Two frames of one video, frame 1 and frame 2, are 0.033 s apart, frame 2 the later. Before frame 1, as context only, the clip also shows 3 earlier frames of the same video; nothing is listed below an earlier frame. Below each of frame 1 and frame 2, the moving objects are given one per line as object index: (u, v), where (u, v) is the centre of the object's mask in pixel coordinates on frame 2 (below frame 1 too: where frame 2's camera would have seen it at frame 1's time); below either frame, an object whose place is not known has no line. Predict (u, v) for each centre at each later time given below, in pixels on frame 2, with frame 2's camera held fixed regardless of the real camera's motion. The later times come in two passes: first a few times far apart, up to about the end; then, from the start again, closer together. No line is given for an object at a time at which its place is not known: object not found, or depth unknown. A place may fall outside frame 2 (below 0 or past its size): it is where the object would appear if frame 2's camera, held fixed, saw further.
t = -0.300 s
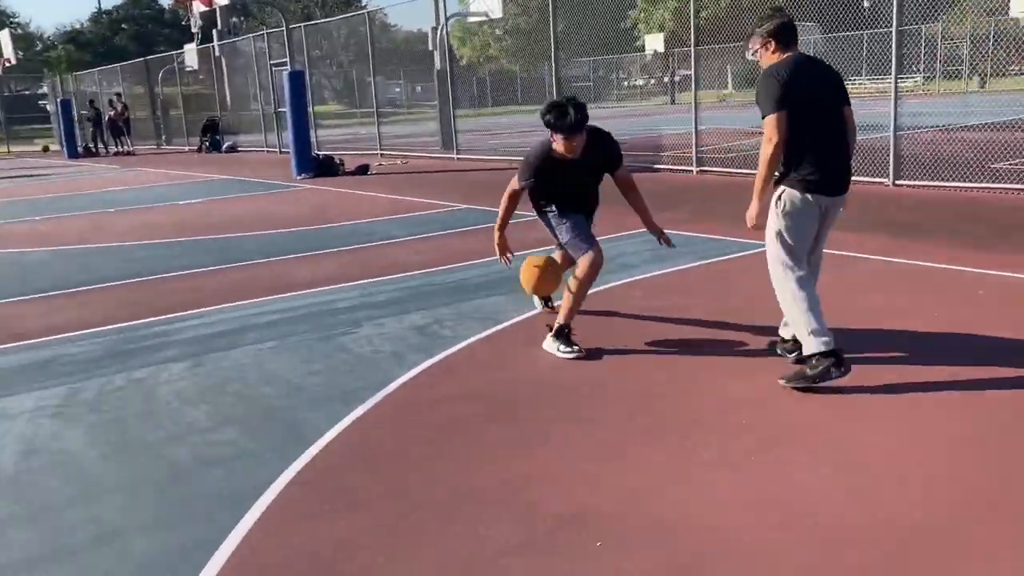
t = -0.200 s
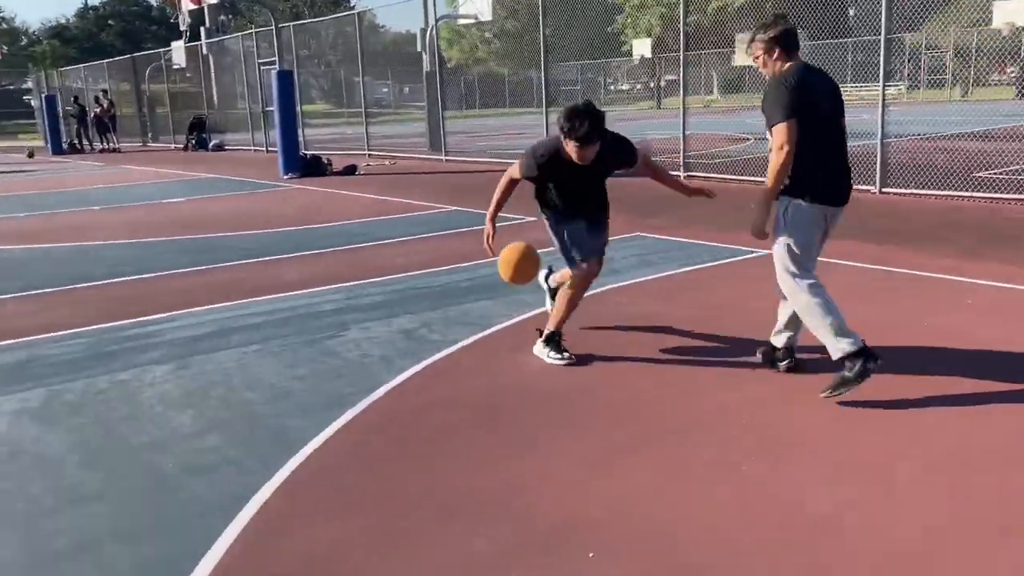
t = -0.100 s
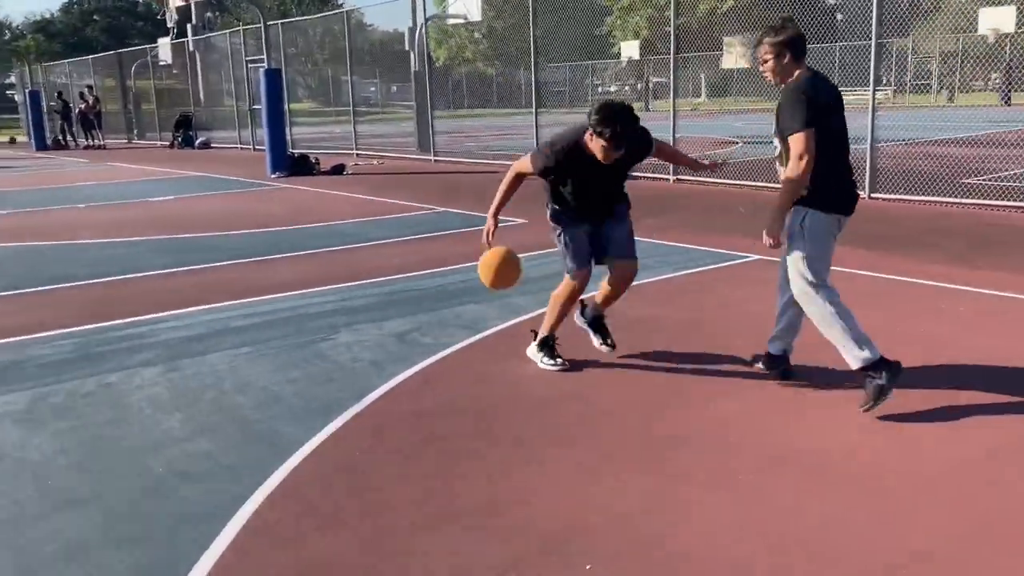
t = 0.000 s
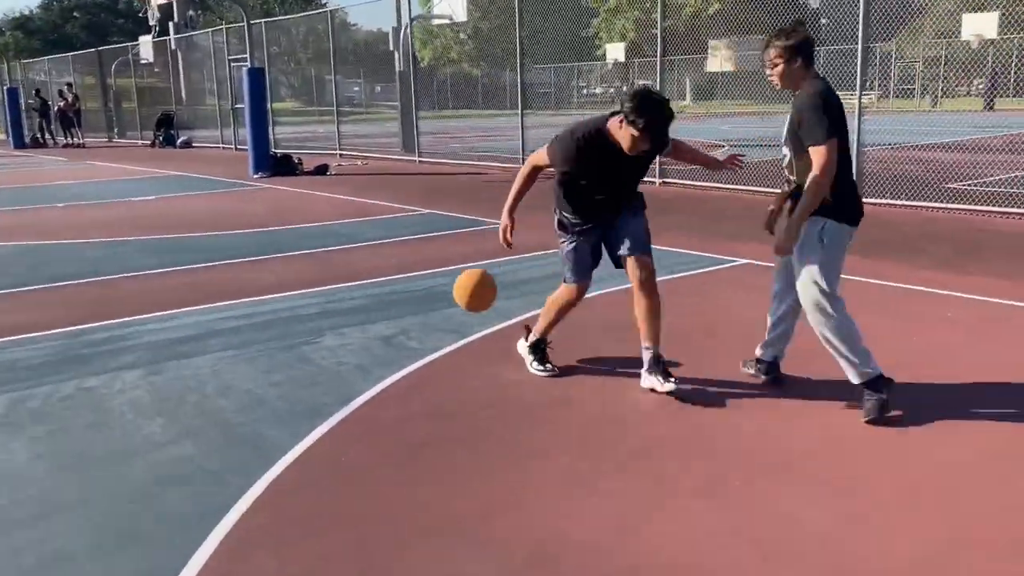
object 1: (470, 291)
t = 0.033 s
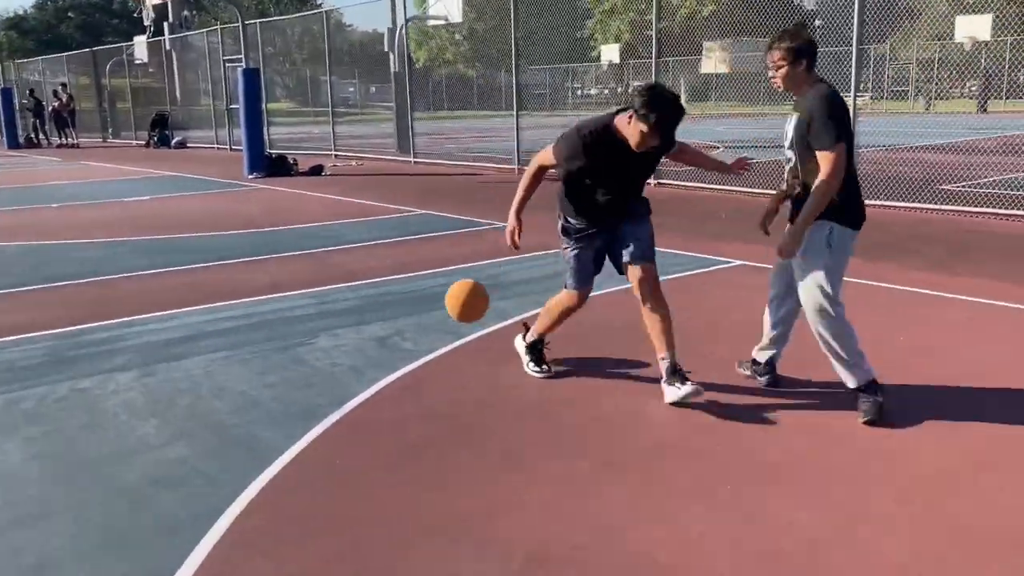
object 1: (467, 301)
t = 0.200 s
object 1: (444, 322)
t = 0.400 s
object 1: (407, 304)
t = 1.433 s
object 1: (204, 421)
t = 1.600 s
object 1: (162, 432)
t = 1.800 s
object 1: (110, 455)
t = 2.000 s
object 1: (50, 488)
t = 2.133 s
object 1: (7, 514)
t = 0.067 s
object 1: (462, 312)
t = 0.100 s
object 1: (458, 325)
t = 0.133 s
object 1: (455, 340)
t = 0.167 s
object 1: (450, 332)
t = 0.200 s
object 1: (444, 322)
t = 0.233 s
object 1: (438, 315)
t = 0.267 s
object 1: (432, 308)
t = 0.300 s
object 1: (425, 305)
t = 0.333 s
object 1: (420, 302)
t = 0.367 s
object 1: (414, 303)
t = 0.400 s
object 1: (407, 304)
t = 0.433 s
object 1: (402, 308)
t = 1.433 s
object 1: (204, 421)
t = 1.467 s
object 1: (195, 418)
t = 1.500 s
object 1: (187, 417)
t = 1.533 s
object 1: (178, 420)
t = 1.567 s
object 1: (170, 424)
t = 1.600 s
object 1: (162, 432)
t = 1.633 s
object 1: (154, 443)
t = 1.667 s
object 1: (147, 455)
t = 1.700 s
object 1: (138, 458)
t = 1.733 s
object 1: (129, 454)
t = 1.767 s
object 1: (119, 453)
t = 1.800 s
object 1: (110, 455)
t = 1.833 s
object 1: (100, 459)
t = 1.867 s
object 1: (91, 468)
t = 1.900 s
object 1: (81, 479)
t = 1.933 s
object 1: (72, 493)
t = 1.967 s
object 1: (61, 490)
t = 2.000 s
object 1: (50, 488)
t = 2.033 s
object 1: (38, 490)
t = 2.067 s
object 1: (28, 494)
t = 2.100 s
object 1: (17, 503)
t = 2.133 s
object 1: (7, 514)
